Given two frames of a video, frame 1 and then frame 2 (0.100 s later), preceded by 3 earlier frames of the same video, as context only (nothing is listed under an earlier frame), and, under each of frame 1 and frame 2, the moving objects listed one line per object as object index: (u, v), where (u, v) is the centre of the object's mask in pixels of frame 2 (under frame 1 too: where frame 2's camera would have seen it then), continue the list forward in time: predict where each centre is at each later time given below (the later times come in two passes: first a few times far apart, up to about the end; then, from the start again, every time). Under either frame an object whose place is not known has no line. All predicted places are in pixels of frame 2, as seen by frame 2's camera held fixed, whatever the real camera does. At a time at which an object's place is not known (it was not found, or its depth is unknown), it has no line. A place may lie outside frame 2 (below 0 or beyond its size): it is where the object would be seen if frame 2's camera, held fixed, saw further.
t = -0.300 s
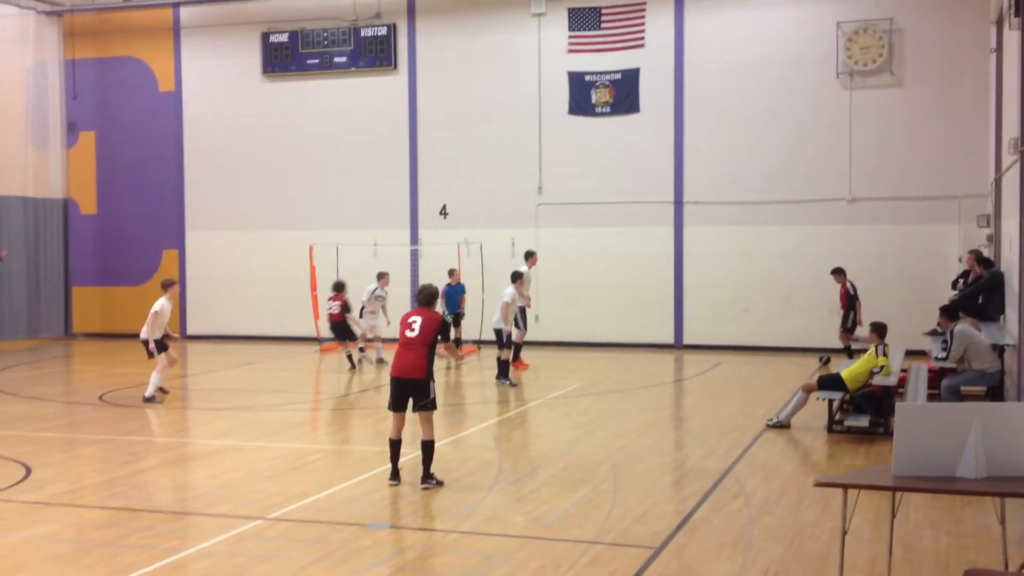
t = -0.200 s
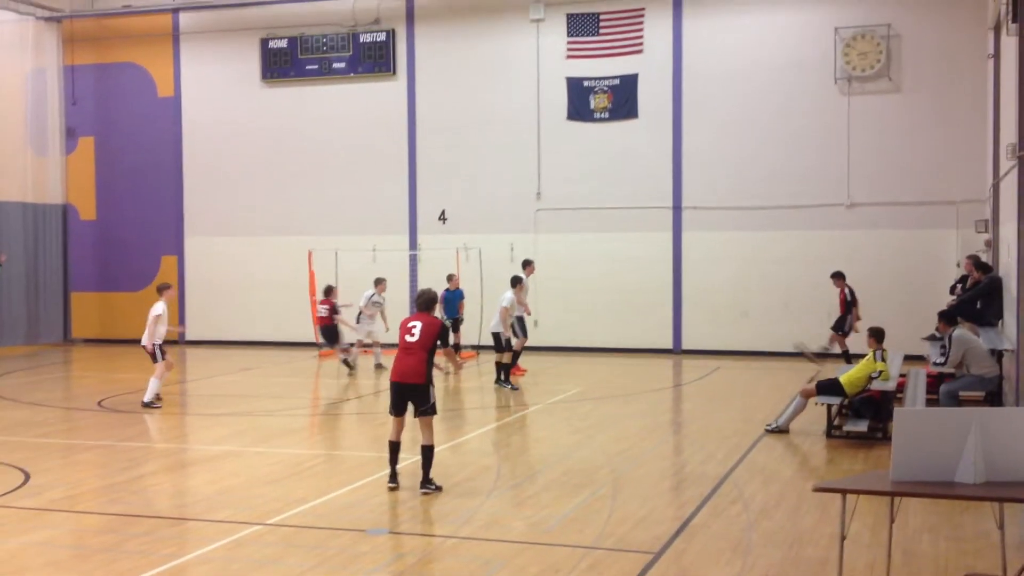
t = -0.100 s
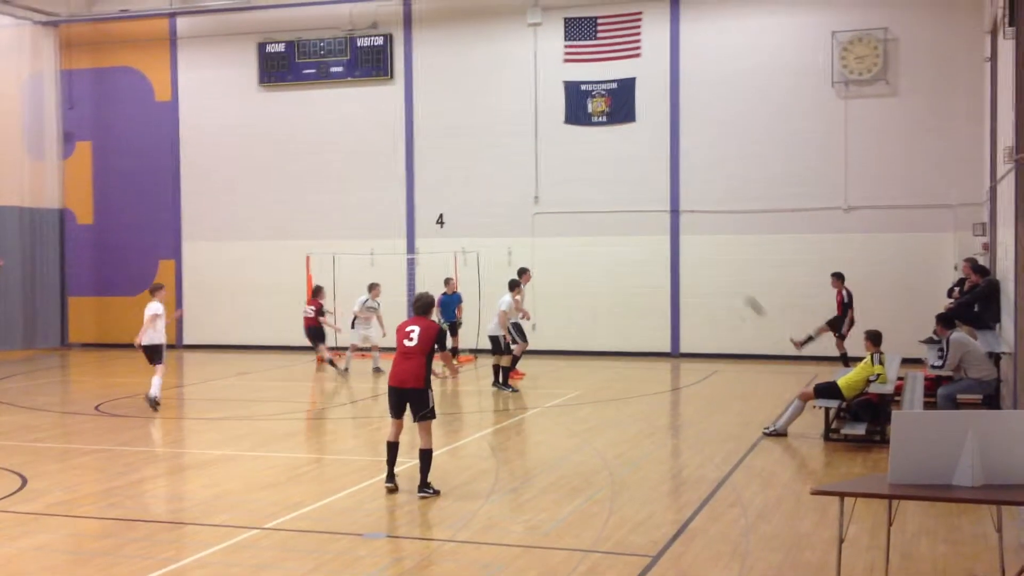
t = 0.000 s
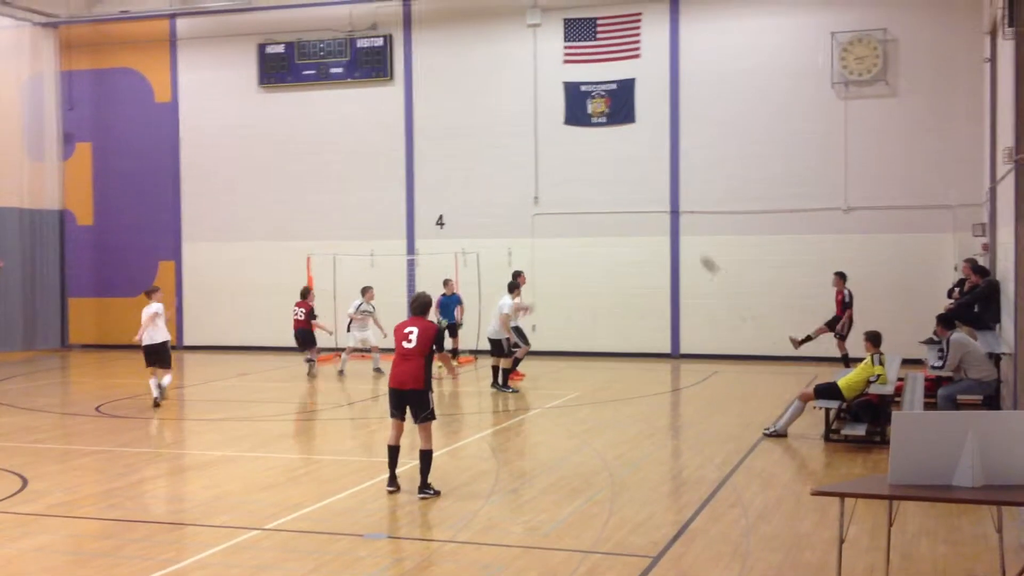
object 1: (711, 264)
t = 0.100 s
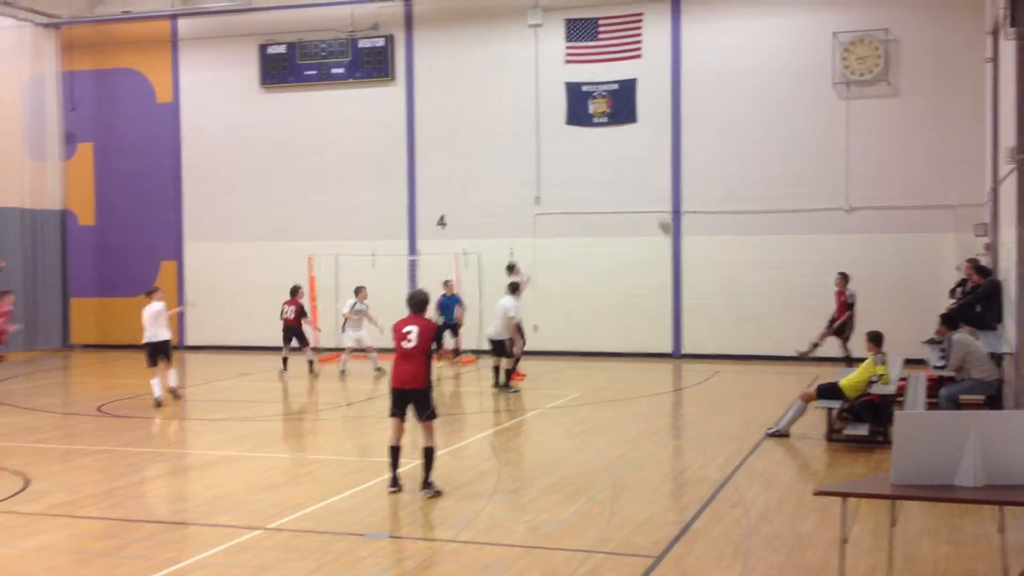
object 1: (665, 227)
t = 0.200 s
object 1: (621, 197)
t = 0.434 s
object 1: (520, 147)
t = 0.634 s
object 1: (437, 130)
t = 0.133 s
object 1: (651, 218)
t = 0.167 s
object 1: (636, 206)
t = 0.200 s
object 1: (621, 197)
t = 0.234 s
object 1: (606, 188)
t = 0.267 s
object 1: (592, 180)
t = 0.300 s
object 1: (577, 172)
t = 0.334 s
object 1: (563, 164)
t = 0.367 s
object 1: (548, 158)
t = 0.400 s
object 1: (534, 152)
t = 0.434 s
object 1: (520, 147)
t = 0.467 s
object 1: (505, 142)
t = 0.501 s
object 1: (491, 139)
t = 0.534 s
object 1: (478, 136)
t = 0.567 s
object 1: (464, 133)
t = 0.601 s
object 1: (450, 131)
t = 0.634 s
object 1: (437, 130)
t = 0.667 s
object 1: (423, 129)
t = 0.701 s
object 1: (409, 129)
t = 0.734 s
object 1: (396, 129)
